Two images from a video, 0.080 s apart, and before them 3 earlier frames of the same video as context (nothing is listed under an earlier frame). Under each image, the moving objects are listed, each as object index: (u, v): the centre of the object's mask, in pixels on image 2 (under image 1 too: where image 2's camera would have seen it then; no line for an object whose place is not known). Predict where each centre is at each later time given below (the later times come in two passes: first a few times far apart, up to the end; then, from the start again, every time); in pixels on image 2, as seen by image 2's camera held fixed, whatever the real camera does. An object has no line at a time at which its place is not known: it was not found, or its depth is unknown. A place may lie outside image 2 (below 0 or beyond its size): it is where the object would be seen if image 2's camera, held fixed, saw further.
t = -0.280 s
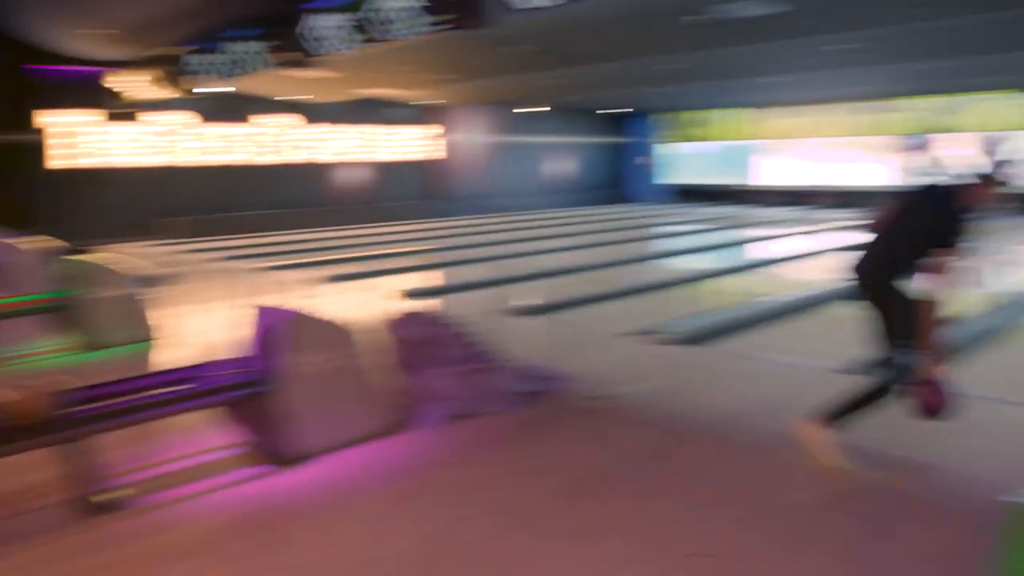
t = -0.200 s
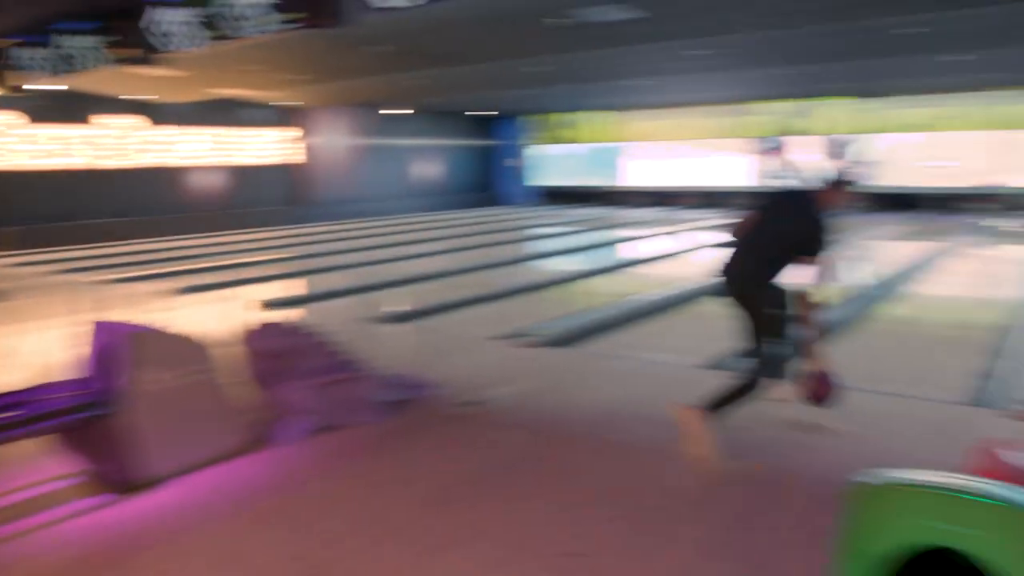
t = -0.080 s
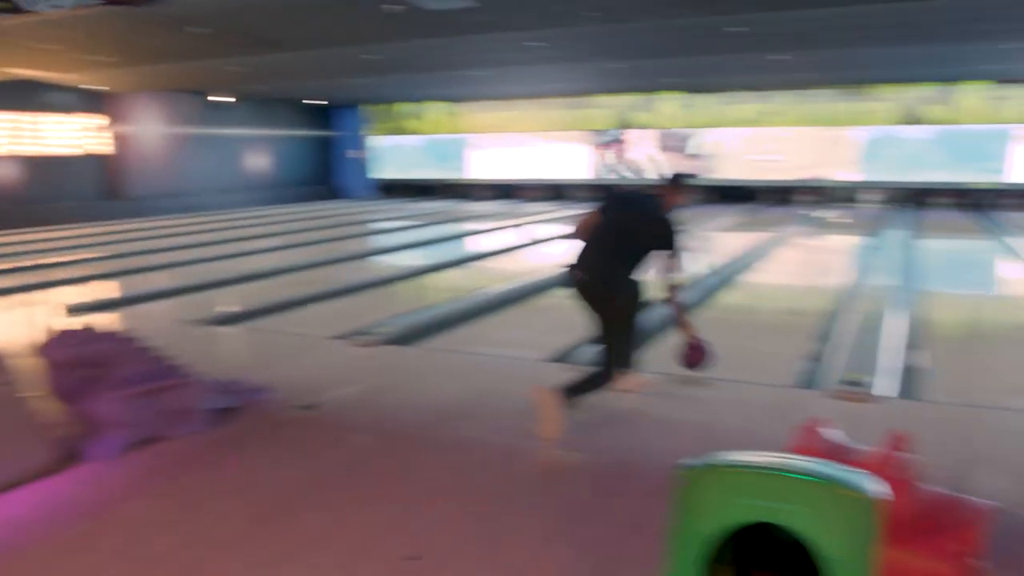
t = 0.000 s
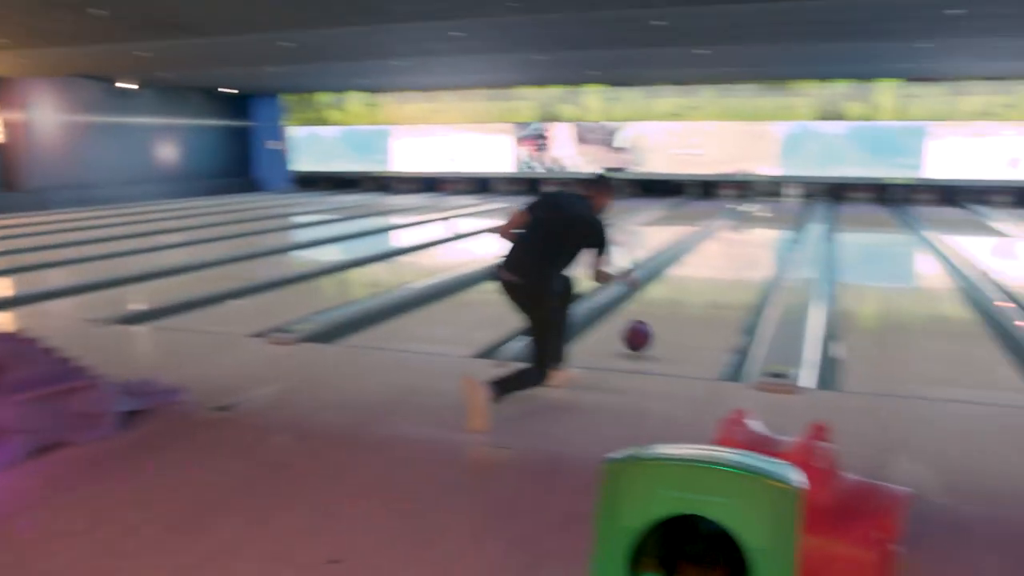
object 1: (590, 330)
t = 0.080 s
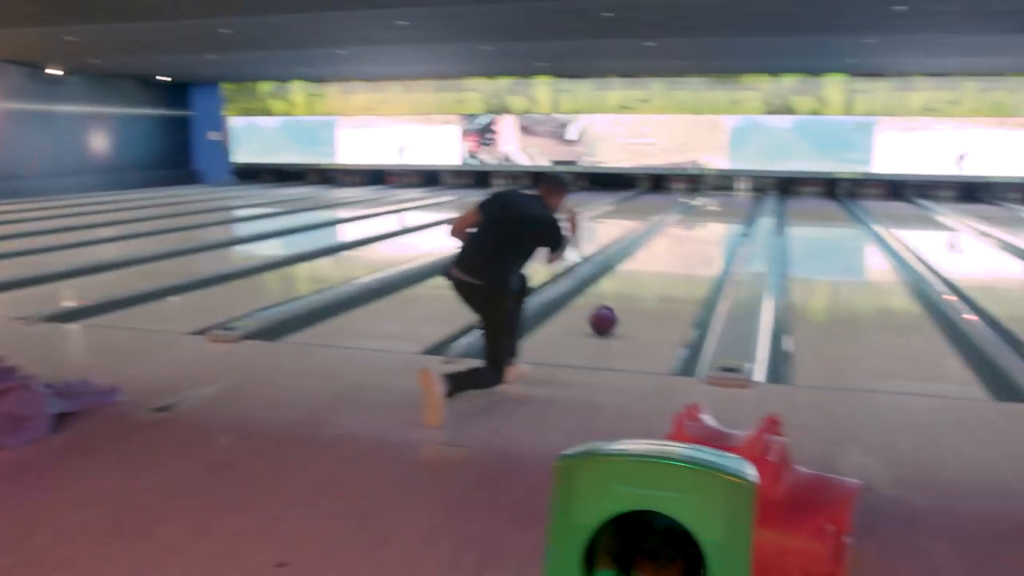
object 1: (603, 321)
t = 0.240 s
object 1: (625, 299)
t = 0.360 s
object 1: (639, 285)
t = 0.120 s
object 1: (609, 315)
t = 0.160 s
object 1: (615, 309)
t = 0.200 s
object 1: (620, 304)
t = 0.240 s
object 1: (625, 299)
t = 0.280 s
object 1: (630, 294)
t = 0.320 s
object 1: (635, 290)
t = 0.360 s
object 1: (639, 285)
